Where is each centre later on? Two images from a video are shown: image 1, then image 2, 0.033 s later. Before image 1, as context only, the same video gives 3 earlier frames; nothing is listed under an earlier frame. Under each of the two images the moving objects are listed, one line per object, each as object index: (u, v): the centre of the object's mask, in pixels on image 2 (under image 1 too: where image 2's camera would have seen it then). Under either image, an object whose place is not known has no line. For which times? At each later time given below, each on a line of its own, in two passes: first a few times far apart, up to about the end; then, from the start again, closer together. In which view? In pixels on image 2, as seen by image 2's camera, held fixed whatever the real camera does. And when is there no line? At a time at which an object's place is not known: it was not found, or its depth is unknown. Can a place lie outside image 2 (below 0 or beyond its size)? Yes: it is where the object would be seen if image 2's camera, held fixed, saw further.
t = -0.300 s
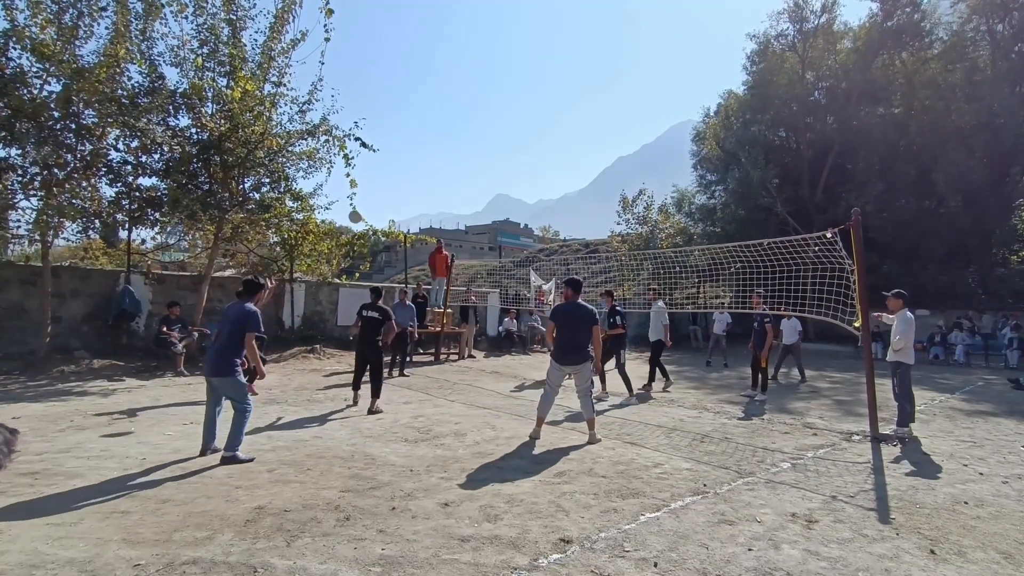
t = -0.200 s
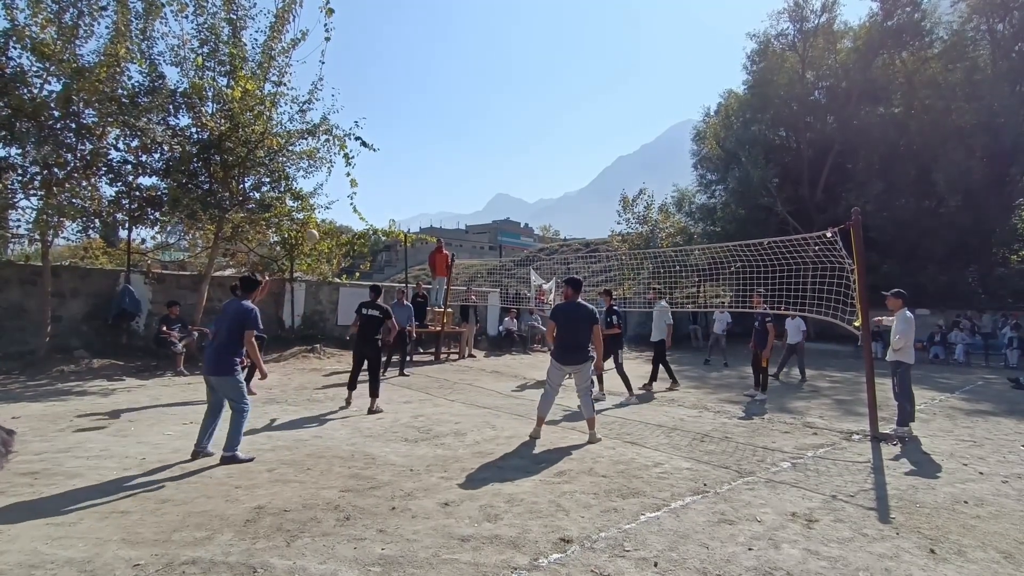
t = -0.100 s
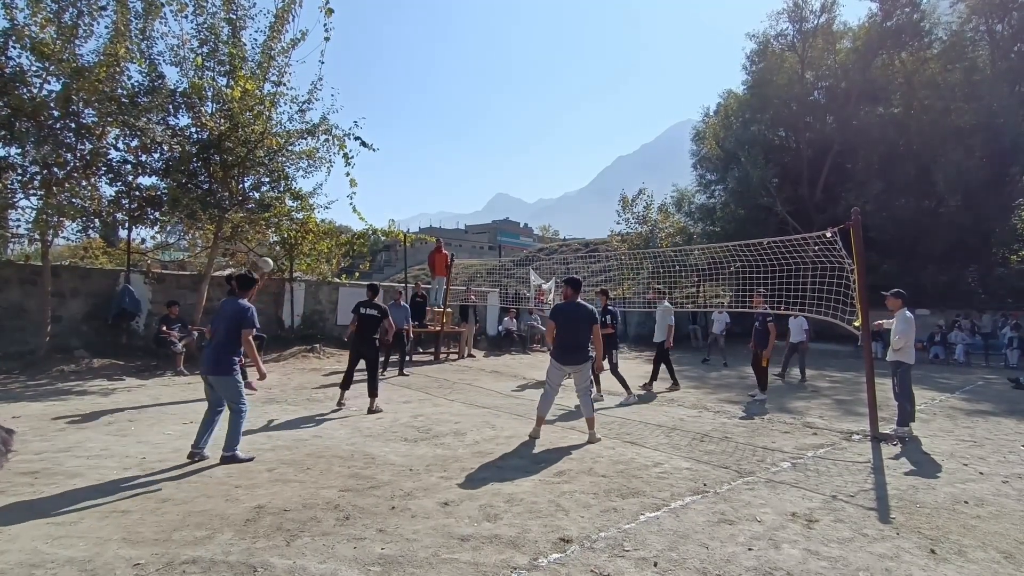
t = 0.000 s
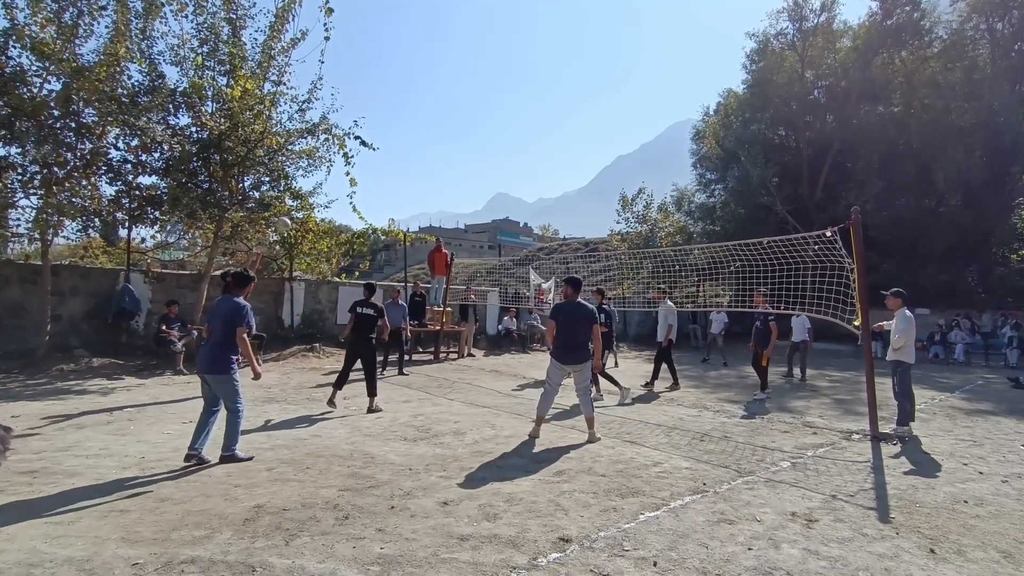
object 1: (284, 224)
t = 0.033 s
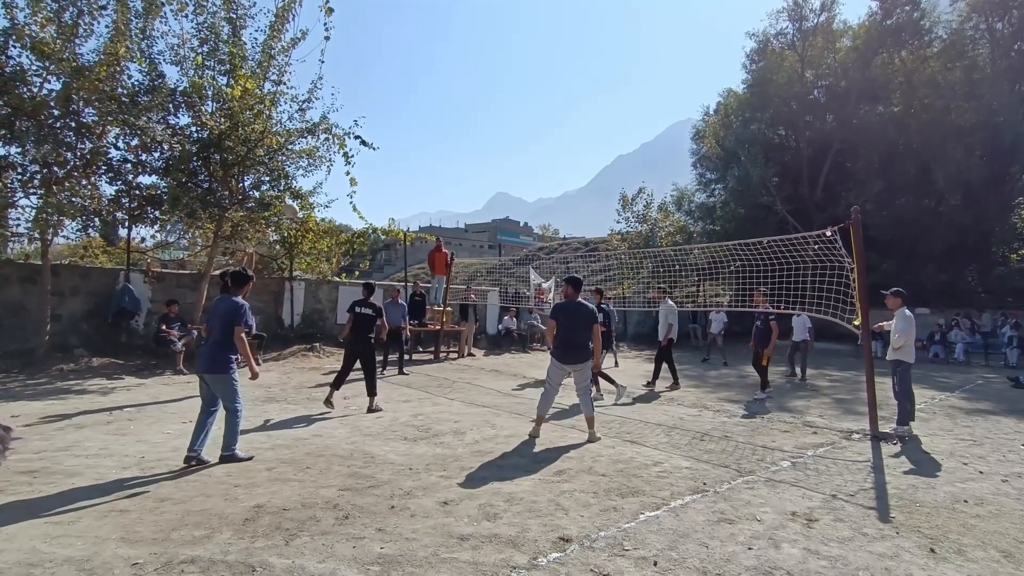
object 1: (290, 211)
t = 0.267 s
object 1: (346, 139)
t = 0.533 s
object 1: (407, 102)
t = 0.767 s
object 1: (455, 109)
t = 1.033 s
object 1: (508, 160)
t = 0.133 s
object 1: (314, 176)
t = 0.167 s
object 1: (323, 165)
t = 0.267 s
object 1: (346, 139)
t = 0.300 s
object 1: (354, 131)
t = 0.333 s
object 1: (362, 124)
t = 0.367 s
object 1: (369, 119)
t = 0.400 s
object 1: (377, 114)
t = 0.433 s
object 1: (384, 110)
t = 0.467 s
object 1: (392, 107)
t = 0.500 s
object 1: (399, 104)
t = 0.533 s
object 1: (407, 102)
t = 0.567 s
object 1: (414, 101)
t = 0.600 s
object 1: (421, 101)
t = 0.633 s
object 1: (428, 101)
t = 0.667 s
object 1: (435, 102)
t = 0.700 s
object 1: (442, 104)
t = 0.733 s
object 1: (449, 106)
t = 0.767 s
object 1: (455, 109)
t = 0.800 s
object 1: (462, 113)
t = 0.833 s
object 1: (469, 117)
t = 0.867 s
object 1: (476, 123)
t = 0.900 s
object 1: (482, 129)
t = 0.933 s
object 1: (489, 135)
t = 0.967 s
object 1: (495, 143)
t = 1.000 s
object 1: (502, 151)
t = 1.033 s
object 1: (508, 160)
